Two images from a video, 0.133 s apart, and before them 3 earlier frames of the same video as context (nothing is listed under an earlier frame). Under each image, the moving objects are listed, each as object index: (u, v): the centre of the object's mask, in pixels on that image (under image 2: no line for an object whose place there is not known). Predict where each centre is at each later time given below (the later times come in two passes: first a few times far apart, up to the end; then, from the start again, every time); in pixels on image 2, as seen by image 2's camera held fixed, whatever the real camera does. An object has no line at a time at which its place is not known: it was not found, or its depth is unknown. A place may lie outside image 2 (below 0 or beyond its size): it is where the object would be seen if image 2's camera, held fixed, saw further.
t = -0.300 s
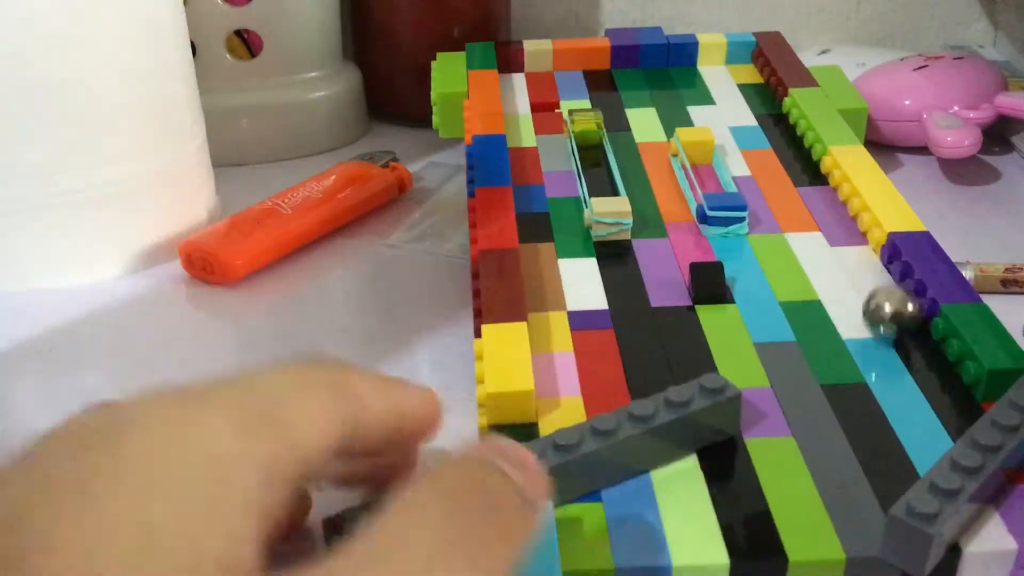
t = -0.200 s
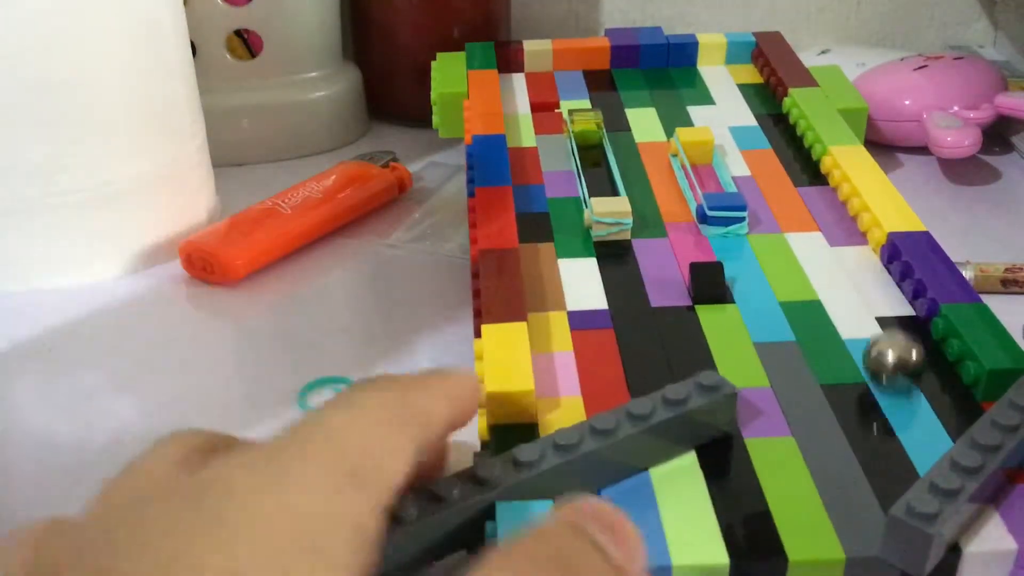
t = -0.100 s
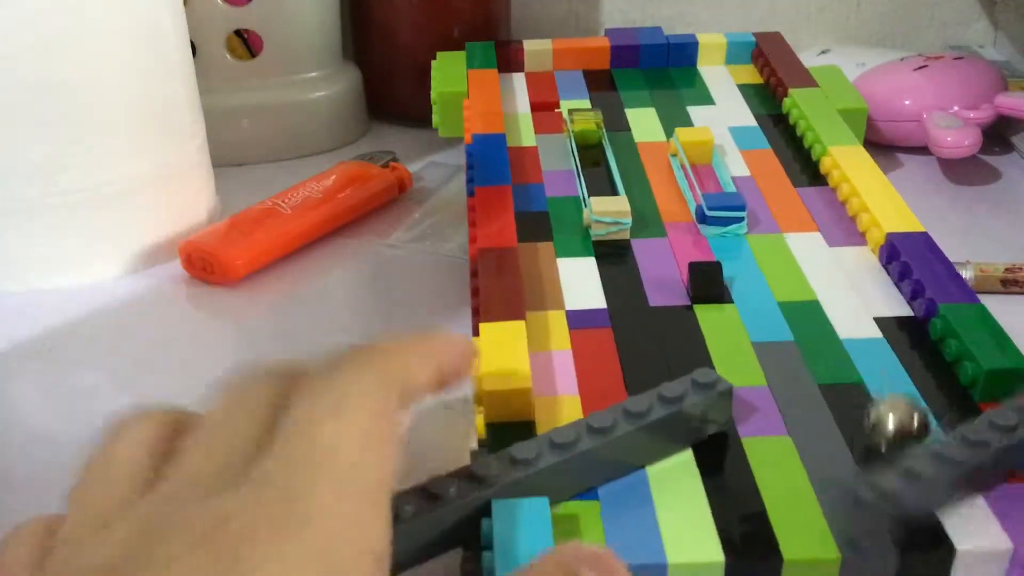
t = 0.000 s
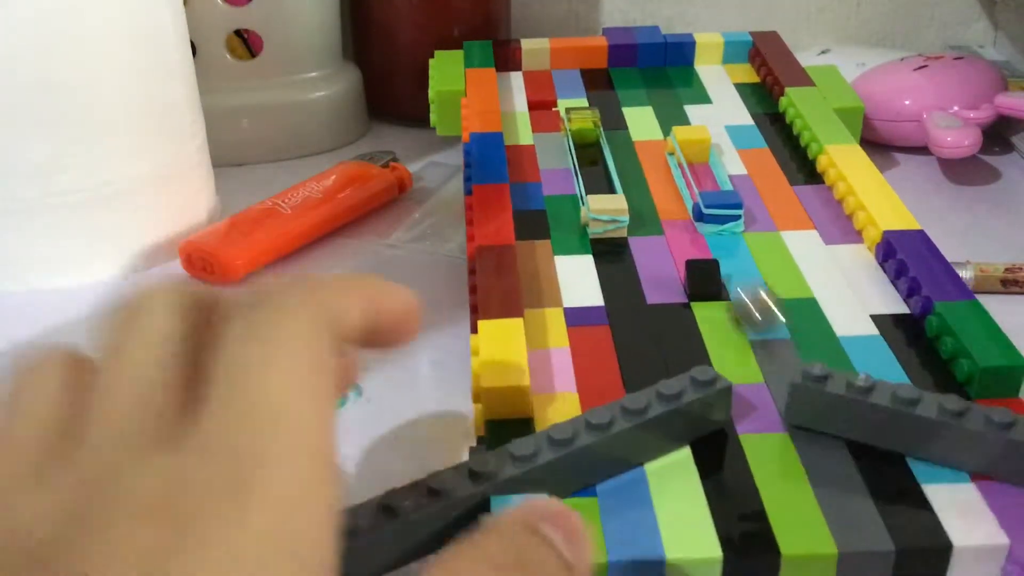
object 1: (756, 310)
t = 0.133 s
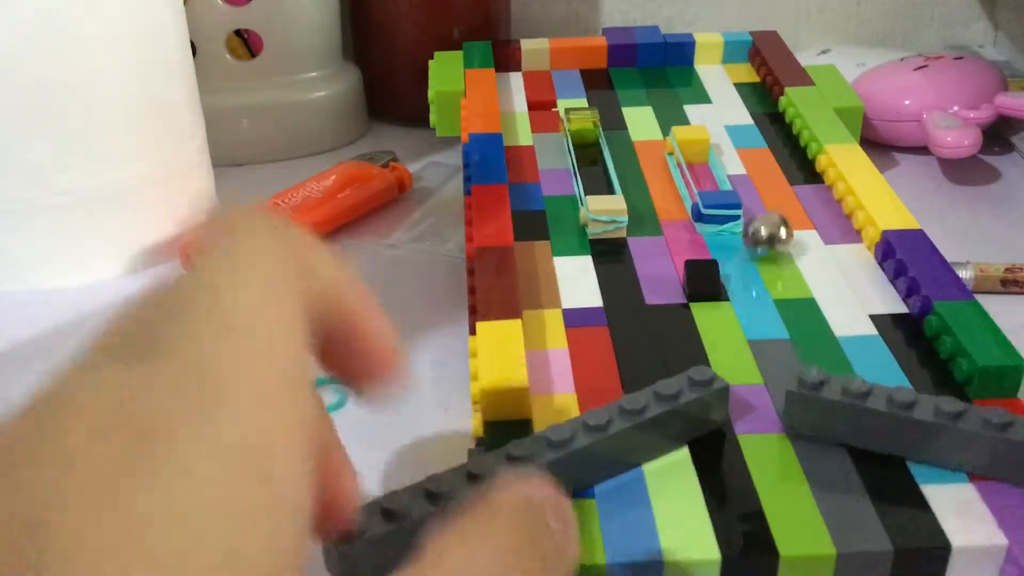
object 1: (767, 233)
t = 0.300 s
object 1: (800, 185)
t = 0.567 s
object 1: (794, 171)
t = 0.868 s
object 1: (774, 225)
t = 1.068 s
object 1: (802, 300)
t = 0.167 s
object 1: (766, 223)
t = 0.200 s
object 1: (768, 214)
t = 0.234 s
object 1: (778, 204)
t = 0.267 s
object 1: (789, 193)
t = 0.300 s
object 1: (800, 185)
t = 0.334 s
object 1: (810, 182)
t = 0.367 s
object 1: (809, 178)
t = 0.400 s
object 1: (806, 175)
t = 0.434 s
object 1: (804, 172)
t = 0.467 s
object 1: (801, 171)
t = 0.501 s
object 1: (800, 170)
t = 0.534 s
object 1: (797, 170)
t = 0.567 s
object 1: (794, 171)
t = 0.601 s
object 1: (791, 173)
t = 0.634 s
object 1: (787, 176)
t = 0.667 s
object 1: (784, 181)
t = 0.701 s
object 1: (779, 187)
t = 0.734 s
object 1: (775, 195)
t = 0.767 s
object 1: (771, 201)
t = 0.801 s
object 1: (767, 211)
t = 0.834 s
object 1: (770, 218)
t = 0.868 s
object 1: (774, 225)
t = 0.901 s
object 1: (779, 235)
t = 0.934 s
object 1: (784, 246)
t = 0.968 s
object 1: (788, 257)
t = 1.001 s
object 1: (792, 269)
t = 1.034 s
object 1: (796, 283)
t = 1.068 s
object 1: (802, 300)
